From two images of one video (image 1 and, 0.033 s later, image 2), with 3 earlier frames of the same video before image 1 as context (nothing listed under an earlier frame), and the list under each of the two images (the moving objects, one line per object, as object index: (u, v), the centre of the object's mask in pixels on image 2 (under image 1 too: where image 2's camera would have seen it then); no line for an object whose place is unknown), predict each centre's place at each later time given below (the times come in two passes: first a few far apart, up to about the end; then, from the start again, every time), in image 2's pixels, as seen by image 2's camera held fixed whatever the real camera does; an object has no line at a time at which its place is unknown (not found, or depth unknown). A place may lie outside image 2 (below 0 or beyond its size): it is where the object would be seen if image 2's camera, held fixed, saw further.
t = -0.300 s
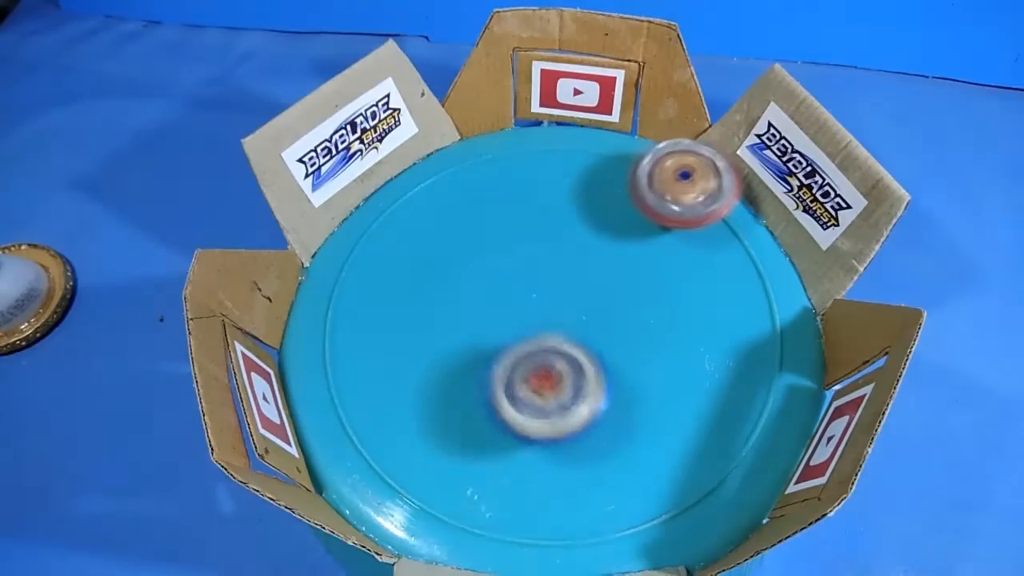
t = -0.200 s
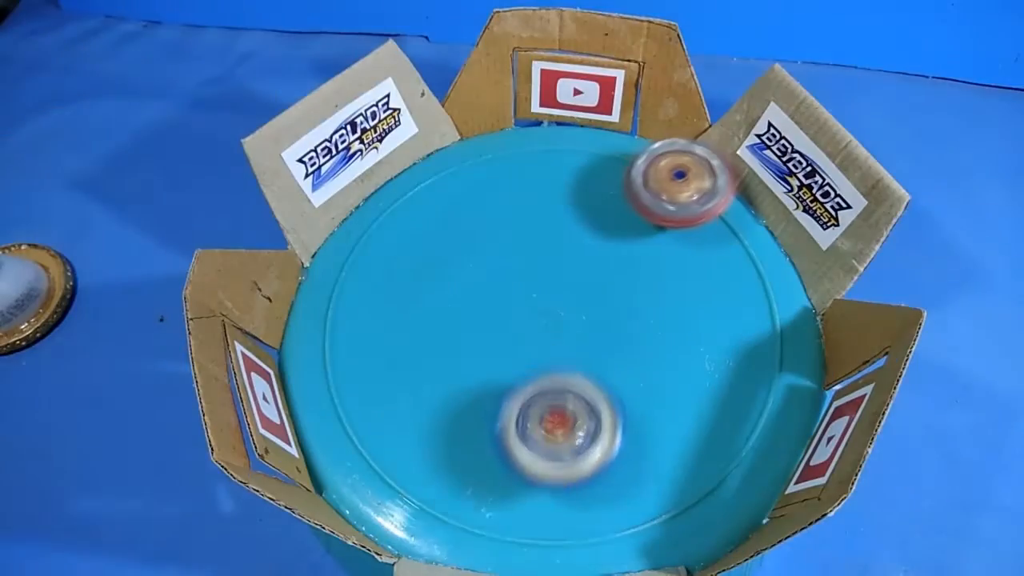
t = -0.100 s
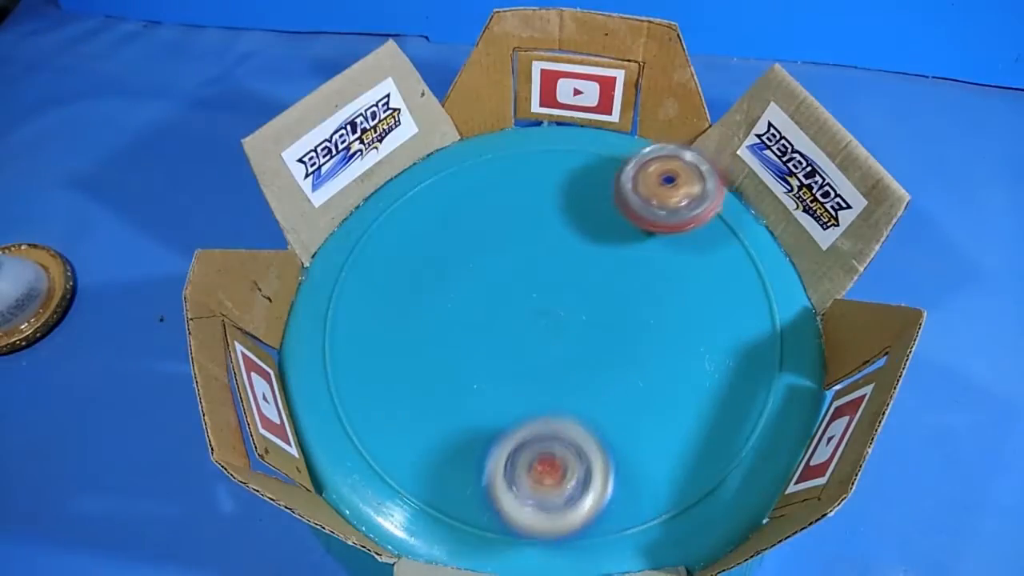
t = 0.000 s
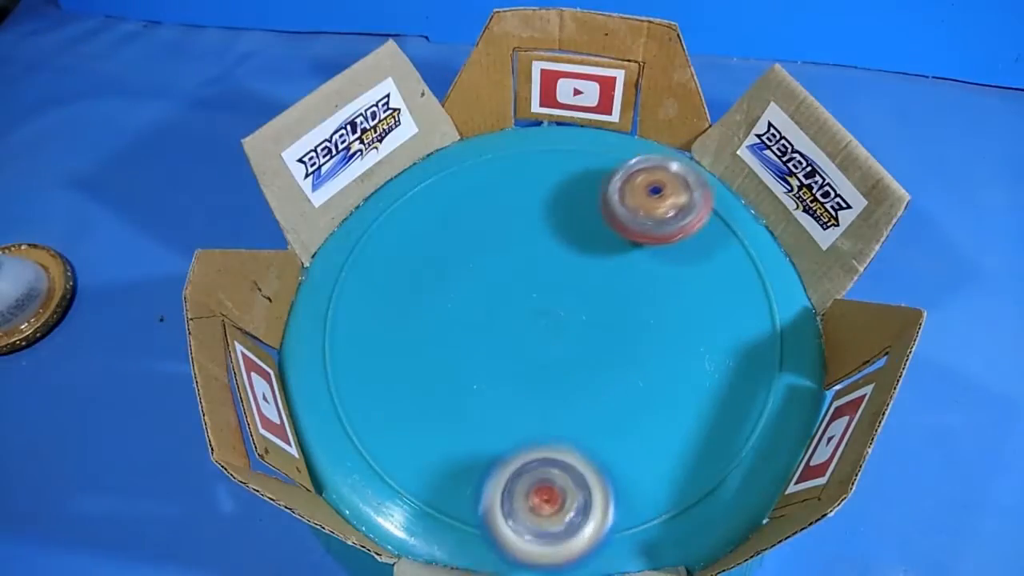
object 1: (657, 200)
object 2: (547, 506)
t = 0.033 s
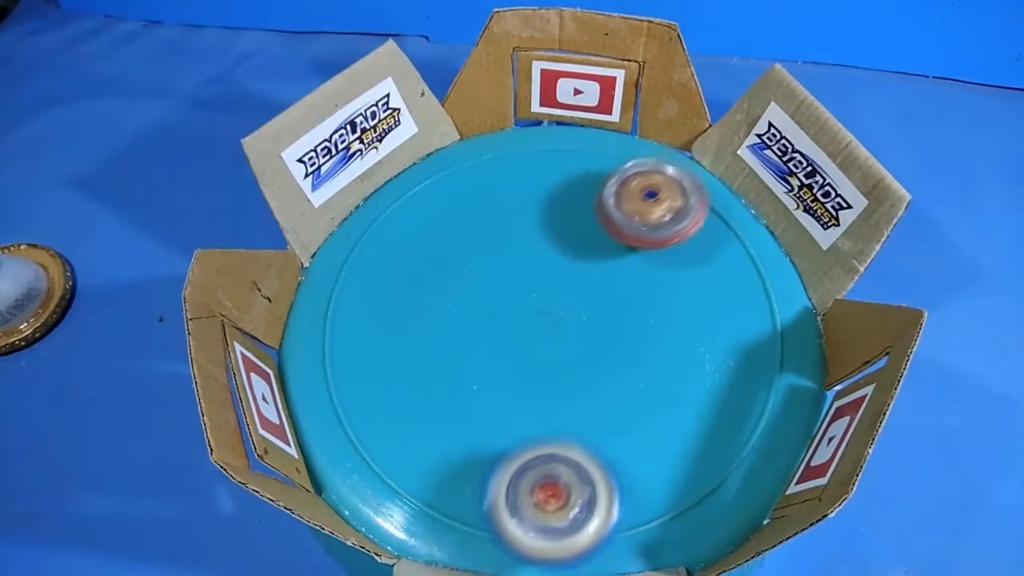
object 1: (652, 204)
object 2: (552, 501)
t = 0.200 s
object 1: (615, 226)
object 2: (561, 481)
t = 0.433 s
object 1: (517, 283)
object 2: (470, 448)
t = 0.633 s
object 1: (514, 349)
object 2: (370, 421)
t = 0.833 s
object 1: (559, 342)
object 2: (364, 390)
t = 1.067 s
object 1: (570, 285)
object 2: (338, 355)
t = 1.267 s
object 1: (546, 256)
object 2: (332, 294)
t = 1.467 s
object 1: (528, 244)
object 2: (351, 233)
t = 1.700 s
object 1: (506, 237)
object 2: (389, 194)
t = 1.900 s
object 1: (496, 244)
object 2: (418, 170)
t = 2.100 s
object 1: (501, 261)
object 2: (453, 147)
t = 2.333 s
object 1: (515, 296)
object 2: (489, 134)
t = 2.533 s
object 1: (562, 318)
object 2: (526, 132)
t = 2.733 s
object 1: (588, 310)
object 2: (563, 139)
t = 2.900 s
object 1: (585, 281)
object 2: (594, 152)
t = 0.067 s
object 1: (647, 209)
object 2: (558, 496)
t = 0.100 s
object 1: (641, 213)
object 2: (563, 492)
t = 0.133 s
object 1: (634, 217)
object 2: (565, 488)
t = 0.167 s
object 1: (625, 221)
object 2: (564, 484)
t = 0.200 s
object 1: (615, 226)
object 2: (561, 481)
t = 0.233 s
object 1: (604, 231)
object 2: (554, 477)
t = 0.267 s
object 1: (591, 237)
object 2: (545, 473)
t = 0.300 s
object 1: (575, 244)
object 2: (532, 468)
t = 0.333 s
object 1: (557, 251)
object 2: (518, 464)
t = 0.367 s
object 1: (541, 260)
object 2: (502, 458)
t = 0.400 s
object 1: (528, 271)
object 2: (485, 453)
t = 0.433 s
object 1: (517, 283)
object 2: (470, 448)
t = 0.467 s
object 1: (508, 297)
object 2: (453, 443)
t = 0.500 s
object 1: (503, 310)
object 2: (436, 436)
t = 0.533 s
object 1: (501, 325)
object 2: (419, 431)
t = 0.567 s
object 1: (500, 337)
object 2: (403, 426)
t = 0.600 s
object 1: (505, 345)
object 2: (385, 424)
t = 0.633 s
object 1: (514, 349)
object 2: (370, 421)
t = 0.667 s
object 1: (522, 350)
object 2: (368, 413)
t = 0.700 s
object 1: (532, 351)
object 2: (369, 406)
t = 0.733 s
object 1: (540, 351)
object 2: (372, 401)
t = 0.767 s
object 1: (548, 349)
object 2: (370, 397)
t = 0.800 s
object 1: (554, 345)
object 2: (368, 393)
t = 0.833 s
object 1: (559, 342)
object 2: (364, 390)
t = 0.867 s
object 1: (562, 338)
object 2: (359, 388)
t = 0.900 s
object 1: (566, 332)
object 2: (354, 384)
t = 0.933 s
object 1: (571, 323)
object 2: (348, 380)
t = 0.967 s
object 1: (573, 313)
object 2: (345, 375)
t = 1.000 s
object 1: (574, 304)
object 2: (344, 368)
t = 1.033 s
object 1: (572, 295)
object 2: (341, 362)
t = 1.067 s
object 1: (570, 285)
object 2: (338, 355)
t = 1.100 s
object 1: (565, 278)
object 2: (337, 347)
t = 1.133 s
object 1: (562, 272)
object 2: (335, 338)
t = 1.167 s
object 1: (558, 267)
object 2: (332, 328)
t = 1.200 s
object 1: (554, 262)
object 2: (331, 317)
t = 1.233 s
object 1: (549, 259)
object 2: (332, 306)
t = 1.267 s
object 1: (546, 256)
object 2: (332, 294)
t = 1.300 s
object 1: (545, 254)
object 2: (334, 282)
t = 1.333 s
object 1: (544, 252)
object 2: (338, 271)
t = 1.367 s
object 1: (542, 250)
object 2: (341, 260)
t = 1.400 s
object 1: (539, 248)
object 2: (346, 249)
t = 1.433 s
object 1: (534, 247)
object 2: (350, 241)
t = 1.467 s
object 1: (528, 244)
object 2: (351, 233)
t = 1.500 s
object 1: (524, 242)
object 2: (360, 225)
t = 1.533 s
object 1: (520, 240)
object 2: (366, 217)
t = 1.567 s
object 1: (515, 238)
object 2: (371, 212)
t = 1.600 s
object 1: (513, 238)
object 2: (375, 207)
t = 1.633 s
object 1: (510, 238)
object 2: (381, 202)
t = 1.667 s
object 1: (508, 237)
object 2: (384, 198)
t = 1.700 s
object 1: (506, 237)
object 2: (389, 194)
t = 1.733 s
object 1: (504, 237)
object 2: (394, 190)
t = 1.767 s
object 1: (502, 237)
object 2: (397, 186)
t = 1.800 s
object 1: (500, 238)
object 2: (402, 182)
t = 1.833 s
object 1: (499, 239)
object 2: (408, 177)
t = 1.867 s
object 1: (497, 241)
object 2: (413, 173)
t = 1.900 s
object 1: (496, 244)
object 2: (418, 170)
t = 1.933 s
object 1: (496, 247)
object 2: (425, 165)
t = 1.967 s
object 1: (495, 250)
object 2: (430, 162)
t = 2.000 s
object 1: (497, 254)
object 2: (436, 157)
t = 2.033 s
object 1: (498, 257)
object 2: (442, 153)
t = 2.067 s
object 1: (499, 259)
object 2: (448, 149)
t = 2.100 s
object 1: (501, 261)
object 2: (453, 147)
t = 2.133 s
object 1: (503, 264)
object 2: (457, 144)
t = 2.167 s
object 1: (504, 267)
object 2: (462, 141)
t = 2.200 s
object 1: (506, 271)
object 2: (467, 140)
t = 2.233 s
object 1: (508, 276)
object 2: (472, 138)
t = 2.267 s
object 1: (509, 281)
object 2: (477, 136)
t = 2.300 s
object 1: (512, 289)
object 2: (483, 135)
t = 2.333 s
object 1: (515, 296)
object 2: (489, 134)
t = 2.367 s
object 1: (520, 303)
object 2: (495, 133)
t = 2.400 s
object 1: (526, 307)
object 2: (502, 132)
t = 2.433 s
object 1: (536, 311)
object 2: (508, 131)
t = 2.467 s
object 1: (545, 315)
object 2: (513, 132)
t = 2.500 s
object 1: (555, 317)
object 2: (520, 132)
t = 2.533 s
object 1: (562, 318)
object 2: (526, 132)
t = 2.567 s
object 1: (569, 318)
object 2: (532, 132)
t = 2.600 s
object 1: (572, 321)
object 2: (539, 134)
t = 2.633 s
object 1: (575, 320)
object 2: (545, 135)
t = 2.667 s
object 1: (579, 316)
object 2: (551, 136)
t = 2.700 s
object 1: (584, 313)
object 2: (557, 138)
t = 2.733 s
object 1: (588, 310)
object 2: (563, 139)
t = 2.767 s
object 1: (590, 305)
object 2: (569, 141)
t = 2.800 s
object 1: (591, 299)
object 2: (576, 144)
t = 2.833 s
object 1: (591, 293)
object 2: (582, 146)
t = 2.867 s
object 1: (590, 287)
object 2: (587, 149)
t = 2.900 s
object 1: (585, 281)
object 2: (594, 152)
